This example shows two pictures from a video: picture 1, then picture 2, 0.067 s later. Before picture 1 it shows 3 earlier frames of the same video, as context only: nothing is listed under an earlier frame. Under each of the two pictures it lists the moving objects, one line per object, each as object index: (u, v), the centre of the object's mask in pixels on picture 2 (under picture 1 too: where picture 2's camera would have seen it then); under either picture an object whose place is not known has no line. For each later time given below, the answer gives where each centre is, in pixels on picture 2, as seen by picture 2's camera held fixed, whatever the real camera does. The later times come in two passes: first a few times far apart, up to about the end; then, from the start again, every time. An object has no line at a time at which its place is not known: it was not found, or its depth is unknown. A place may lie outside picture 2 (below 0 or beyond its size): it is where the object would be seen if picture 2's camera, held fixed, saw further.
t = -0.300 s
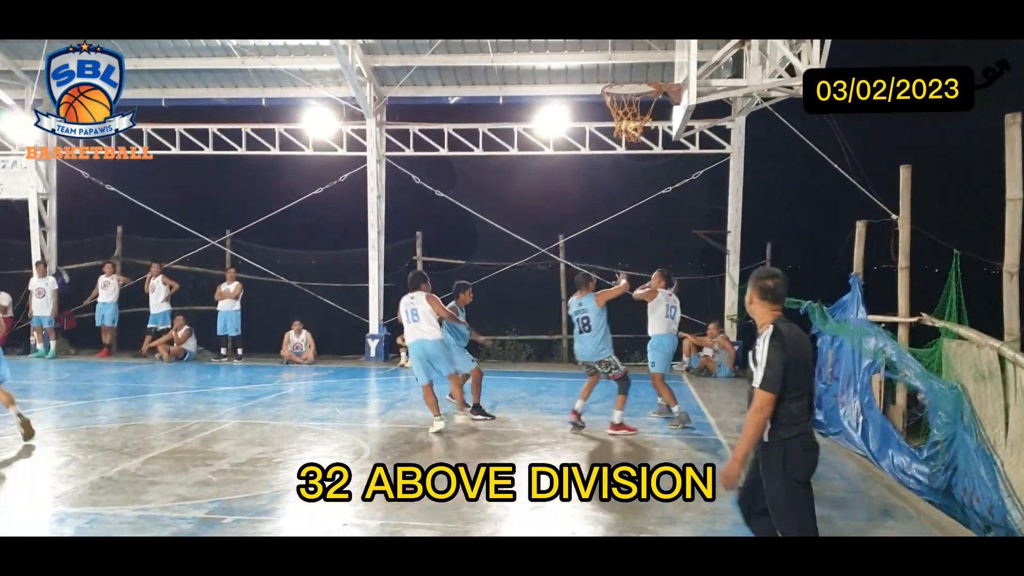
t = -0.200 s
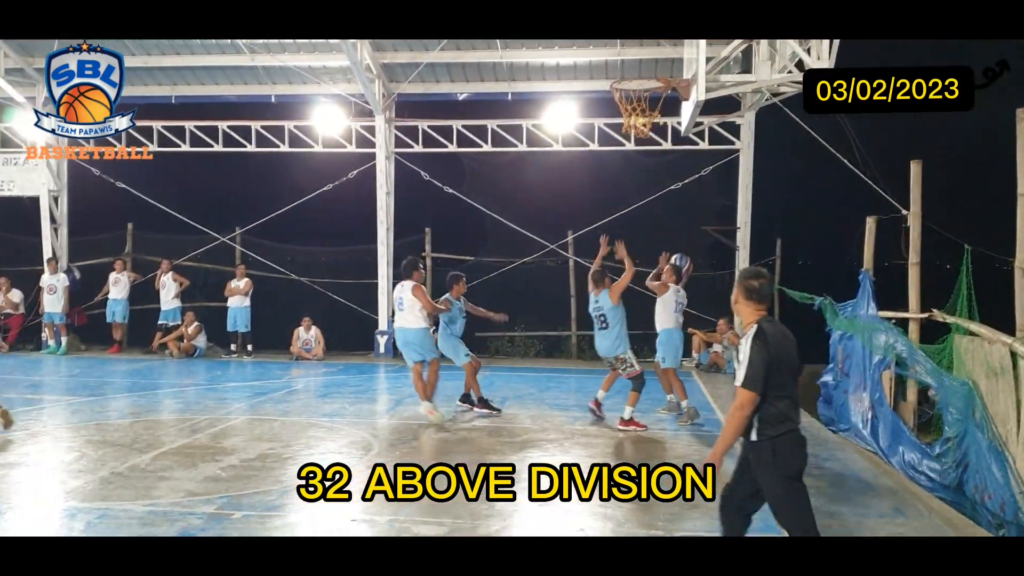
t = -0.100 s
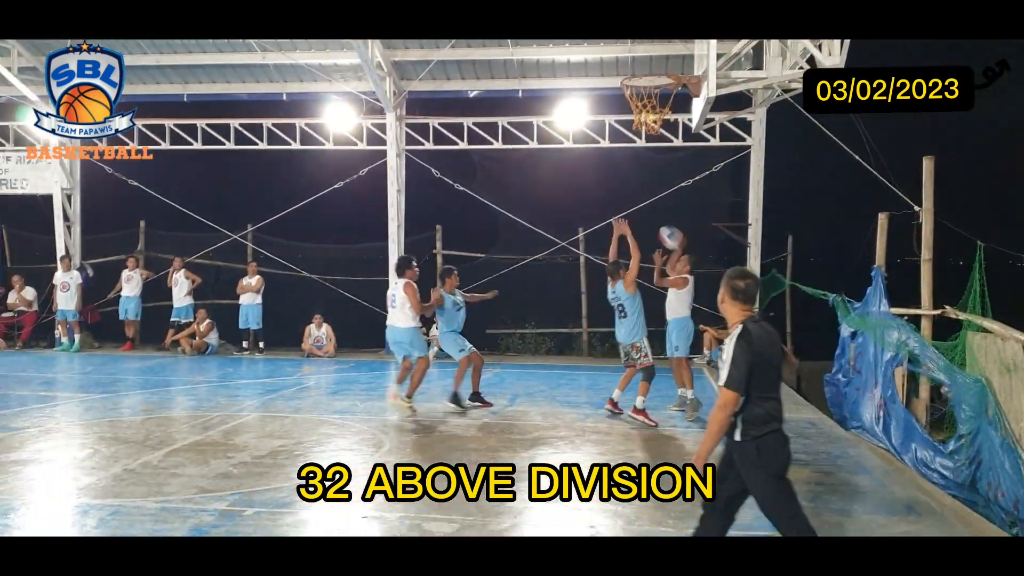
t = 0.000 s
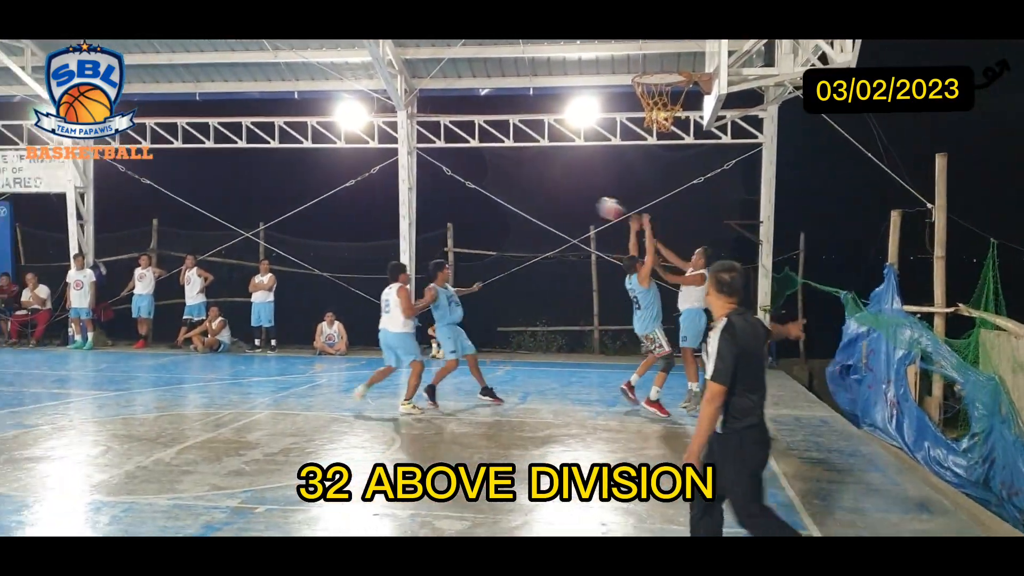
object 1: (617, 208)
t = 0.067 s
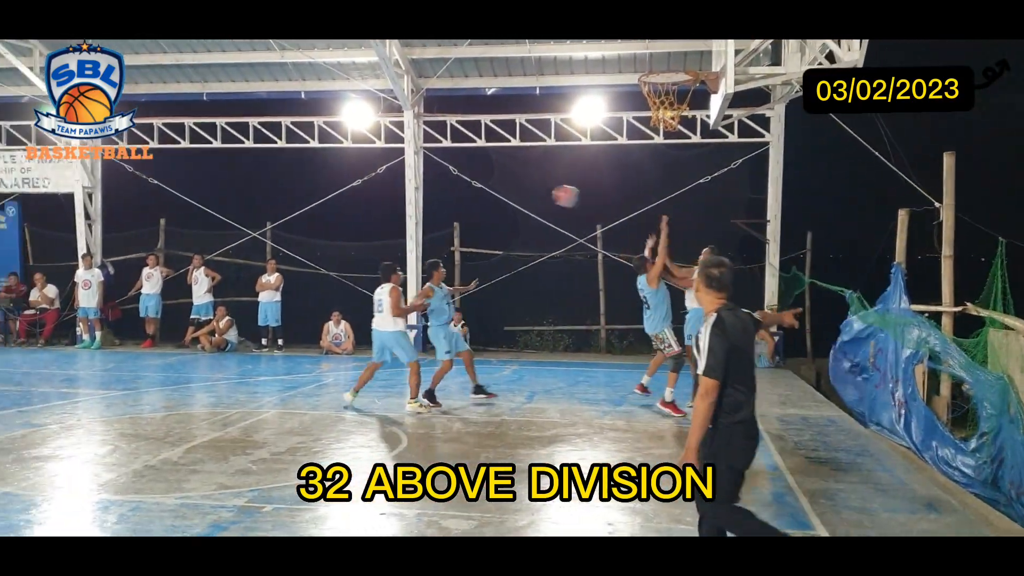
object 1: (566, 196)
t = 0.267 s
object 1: (425, 180)
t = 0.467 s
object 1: (285, 193)
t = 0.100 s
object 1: (541, 191)
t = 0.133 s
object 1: (517, 188)
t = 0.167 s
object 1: (493, 184)
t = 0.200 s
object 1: (468, 182)
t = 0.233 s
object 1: (445, 181)
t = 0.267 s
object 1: (425, 180)
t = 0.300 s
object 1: (396, 181)
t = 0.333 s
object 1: (375, 181)
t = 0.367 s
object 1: (352, 183)
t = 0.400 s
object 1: (330, 184)
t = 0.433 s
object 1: (307, 189)
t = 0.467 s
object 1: (285, 193)
